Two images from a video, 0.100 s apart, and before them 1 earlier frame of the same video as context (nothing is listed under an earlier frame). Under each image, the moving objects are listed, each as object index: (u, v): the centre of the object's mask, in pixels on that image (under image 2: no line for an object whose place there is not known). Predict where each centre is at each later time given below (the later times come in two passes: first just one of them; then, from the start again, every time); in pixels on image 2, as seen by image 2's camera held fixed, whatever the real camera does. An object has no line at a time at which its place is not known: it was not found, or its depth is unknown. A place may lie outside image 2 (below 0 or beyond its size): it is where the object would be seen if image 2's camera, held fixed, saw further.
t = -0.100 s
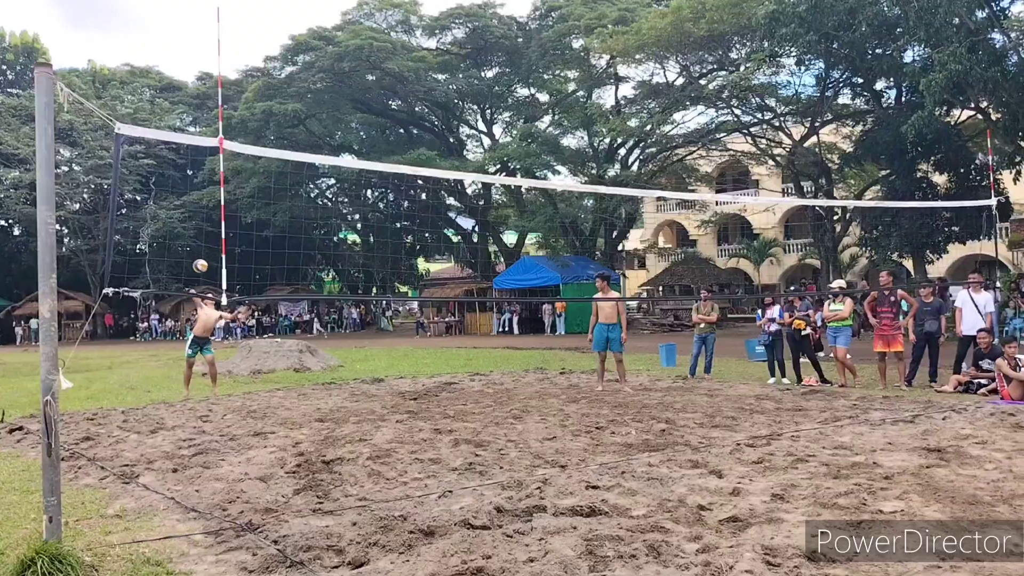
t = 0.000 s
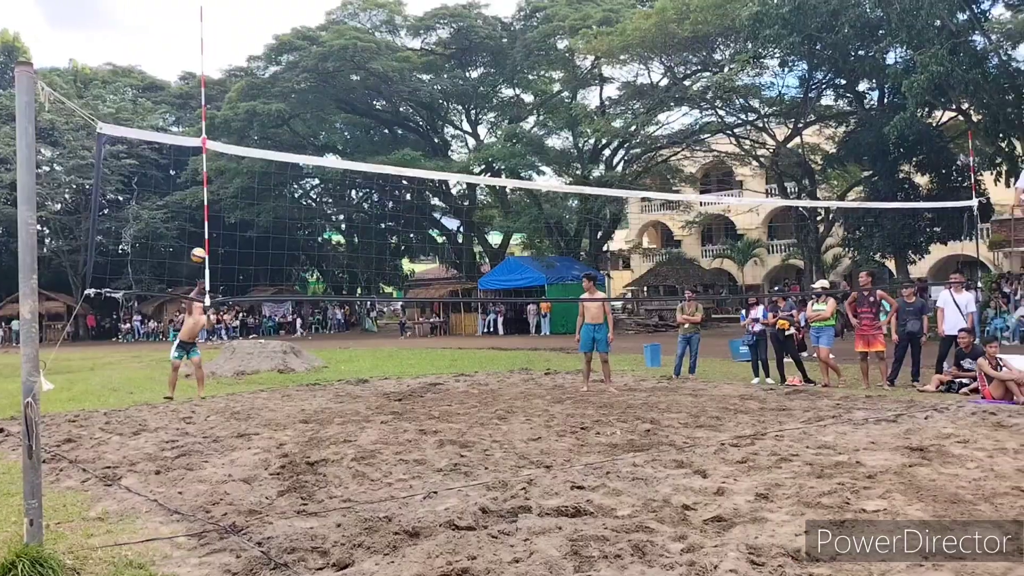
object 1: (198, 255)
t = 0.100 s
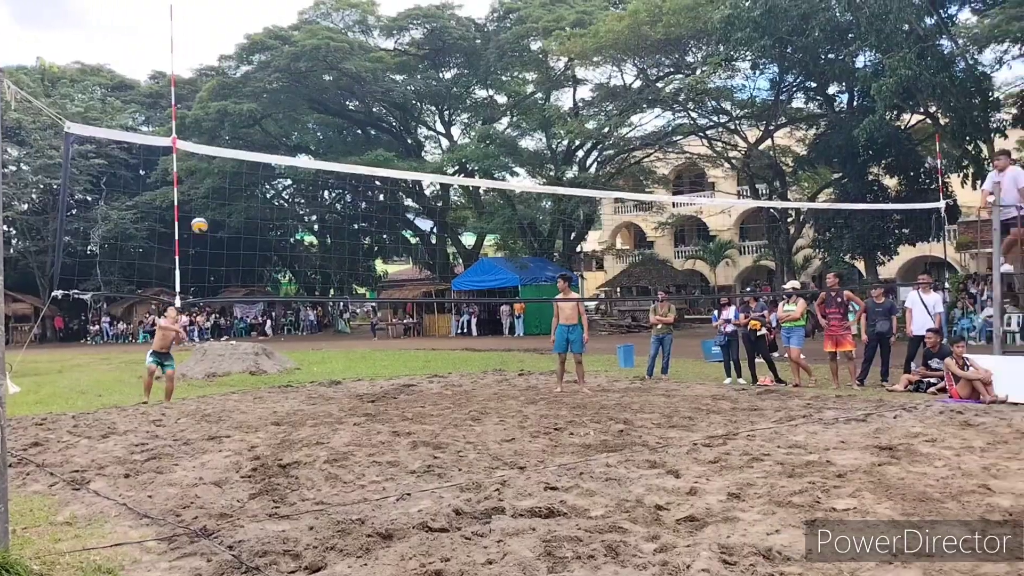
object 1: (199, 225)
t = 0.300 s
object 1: (265, 175)
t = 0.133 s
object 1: (208, 216)
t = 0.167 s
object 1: (219, 207)
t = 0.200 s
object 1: (230, 199)
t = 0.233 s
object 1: (241, 190)
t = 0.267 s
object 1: (253, 182)
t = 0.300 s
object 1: (265, 175)
